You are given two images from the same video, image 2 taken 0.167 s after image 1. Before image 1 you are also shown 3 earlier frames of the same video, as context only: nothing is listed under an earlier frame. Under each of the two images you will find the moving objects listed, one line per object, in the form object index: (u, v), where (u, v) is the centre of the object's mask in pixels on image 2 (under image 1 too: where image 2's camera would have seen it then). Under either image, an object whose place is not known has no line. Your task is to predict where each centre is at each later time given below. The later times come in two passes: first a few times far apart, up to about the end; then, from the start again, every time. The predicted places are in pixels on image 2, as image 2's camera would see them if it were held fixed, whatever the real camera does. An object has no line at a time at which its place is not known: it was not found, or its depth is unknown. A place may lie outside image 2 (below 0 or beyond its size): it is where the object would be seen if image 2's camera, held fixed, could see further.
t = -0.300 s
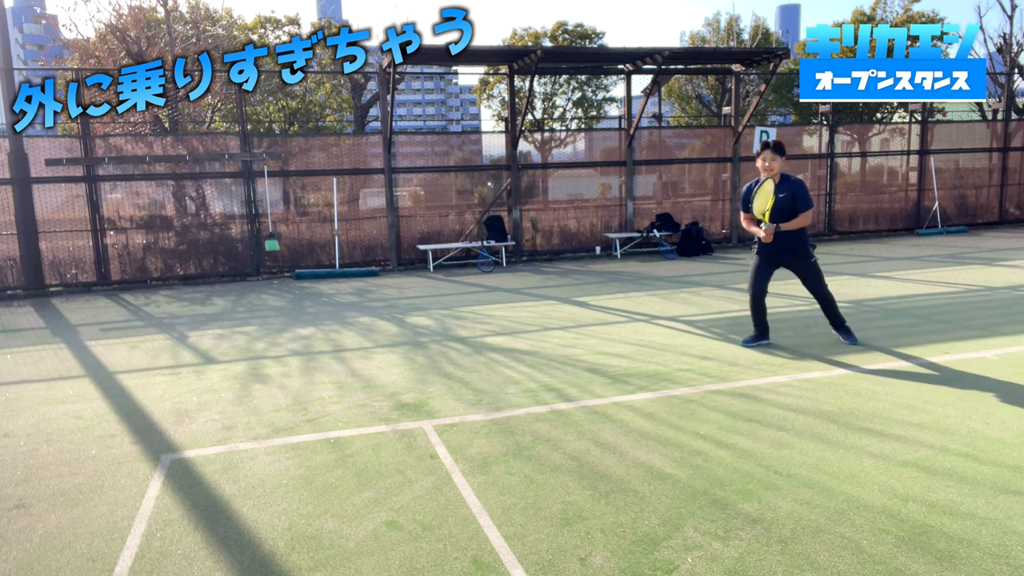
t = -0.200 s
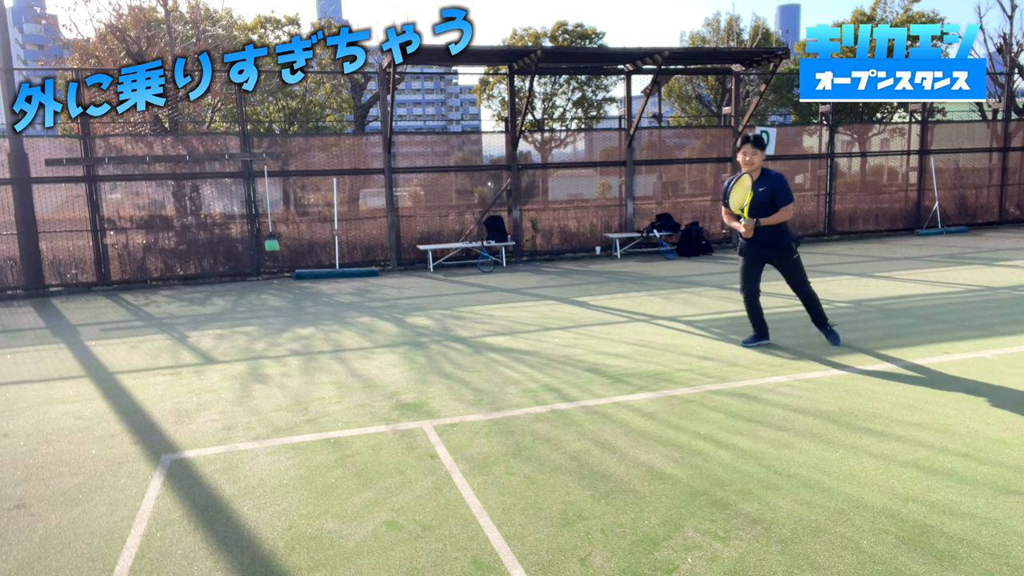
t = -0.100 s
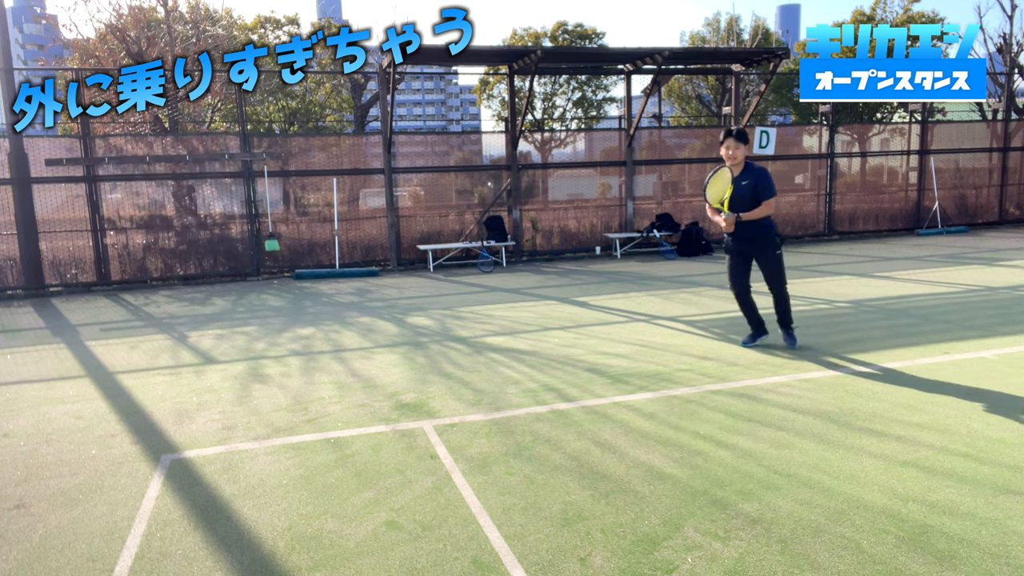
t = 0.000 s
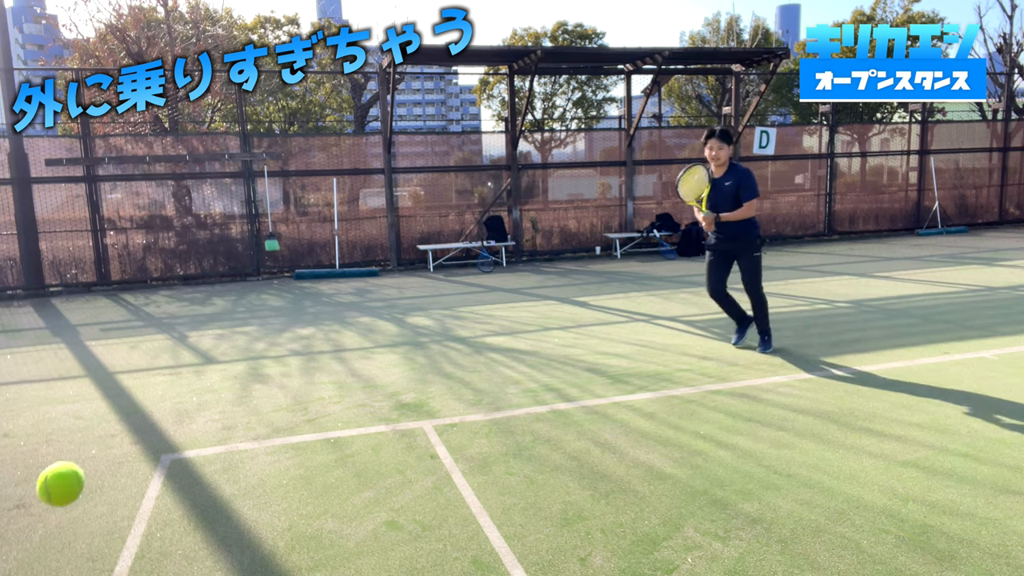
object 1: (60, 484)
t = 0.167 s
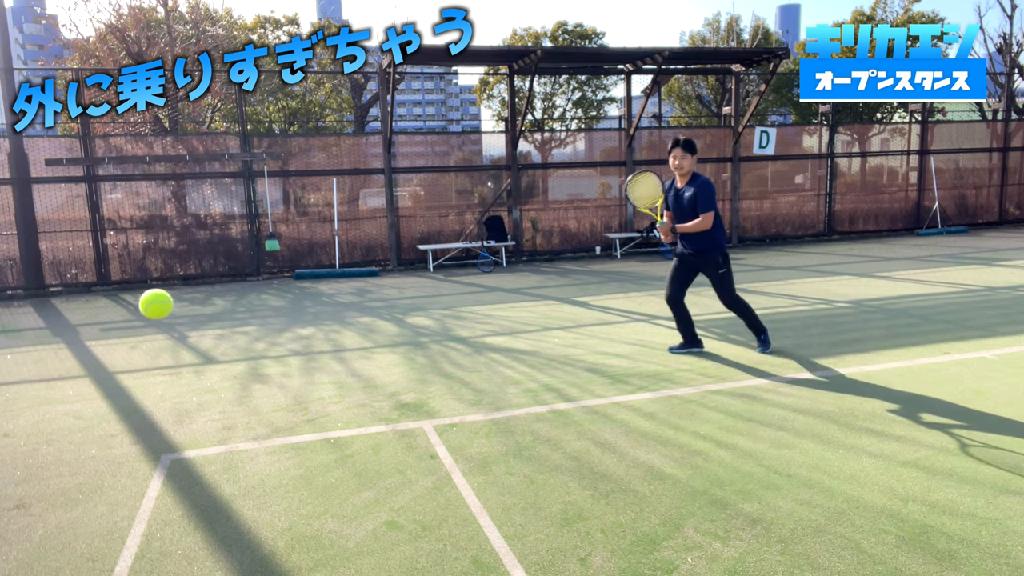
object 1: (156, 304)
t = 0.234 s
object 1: (182, 288)
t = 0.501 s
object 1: (256, 363)
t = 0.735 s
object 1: (292, 447)
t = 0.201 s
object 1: (170, 293)
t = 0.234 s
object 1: (182, 288)
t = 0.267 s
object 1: (194, 288)
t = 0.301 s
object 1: (205, 291)
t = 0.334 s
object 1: (215, 297)
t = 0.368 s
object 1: (225, 307)
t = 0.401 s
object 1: (233, 318)
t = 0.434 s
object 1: (241, 331)
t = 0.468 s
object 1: (249, 347)
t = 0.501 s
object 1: (256, 363)
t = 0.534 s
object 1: (263, 381)
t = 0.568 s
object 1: (270, 401)
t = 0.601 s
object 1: (276, 421)
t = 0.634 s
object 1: (281, 441)
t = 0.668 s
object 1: (287, 463)
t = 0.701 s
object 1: (291, 476)
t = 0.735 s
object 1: (292, 447)
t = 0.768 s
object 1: (294, 422)
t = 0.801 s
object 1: (295, 400)
